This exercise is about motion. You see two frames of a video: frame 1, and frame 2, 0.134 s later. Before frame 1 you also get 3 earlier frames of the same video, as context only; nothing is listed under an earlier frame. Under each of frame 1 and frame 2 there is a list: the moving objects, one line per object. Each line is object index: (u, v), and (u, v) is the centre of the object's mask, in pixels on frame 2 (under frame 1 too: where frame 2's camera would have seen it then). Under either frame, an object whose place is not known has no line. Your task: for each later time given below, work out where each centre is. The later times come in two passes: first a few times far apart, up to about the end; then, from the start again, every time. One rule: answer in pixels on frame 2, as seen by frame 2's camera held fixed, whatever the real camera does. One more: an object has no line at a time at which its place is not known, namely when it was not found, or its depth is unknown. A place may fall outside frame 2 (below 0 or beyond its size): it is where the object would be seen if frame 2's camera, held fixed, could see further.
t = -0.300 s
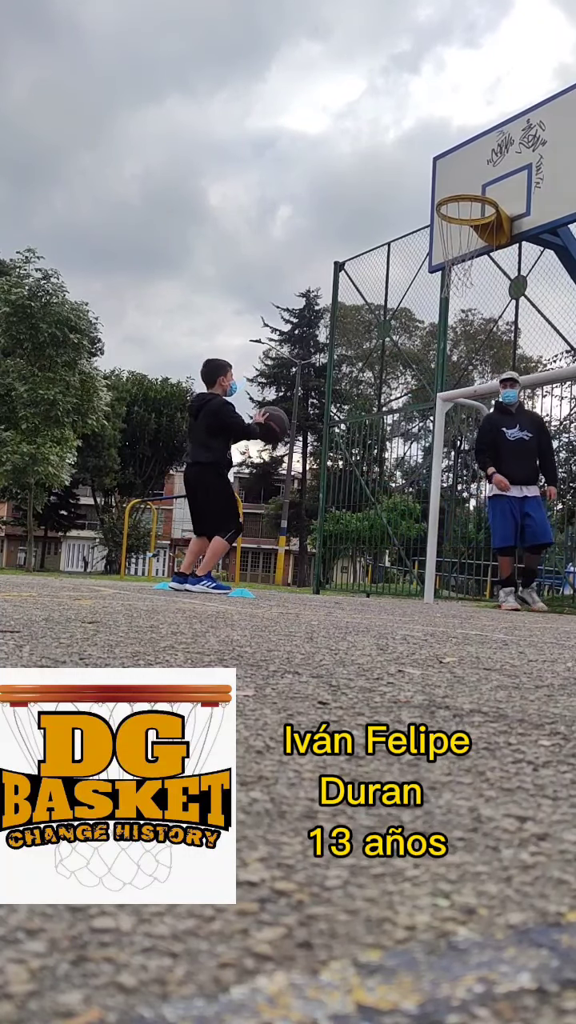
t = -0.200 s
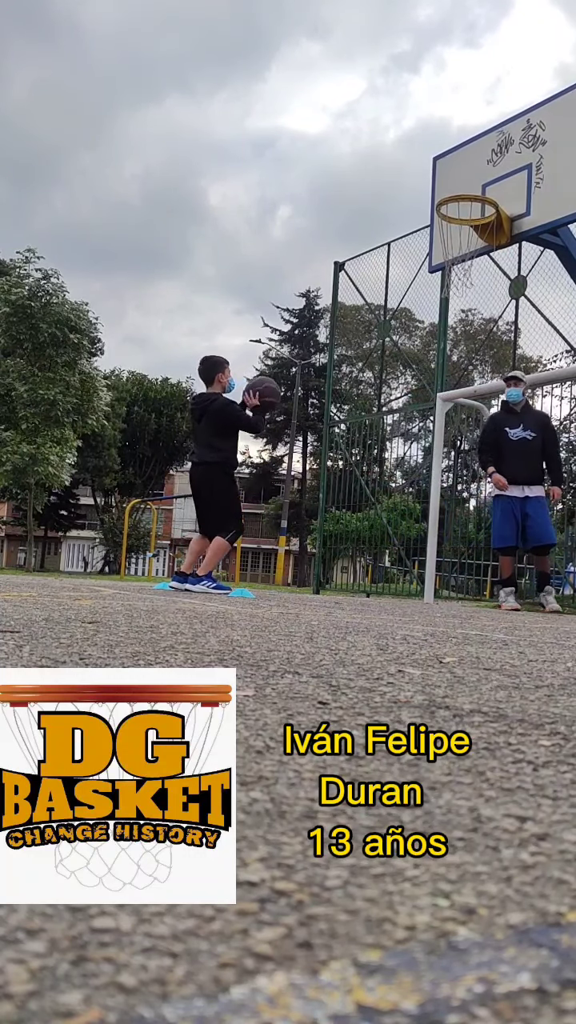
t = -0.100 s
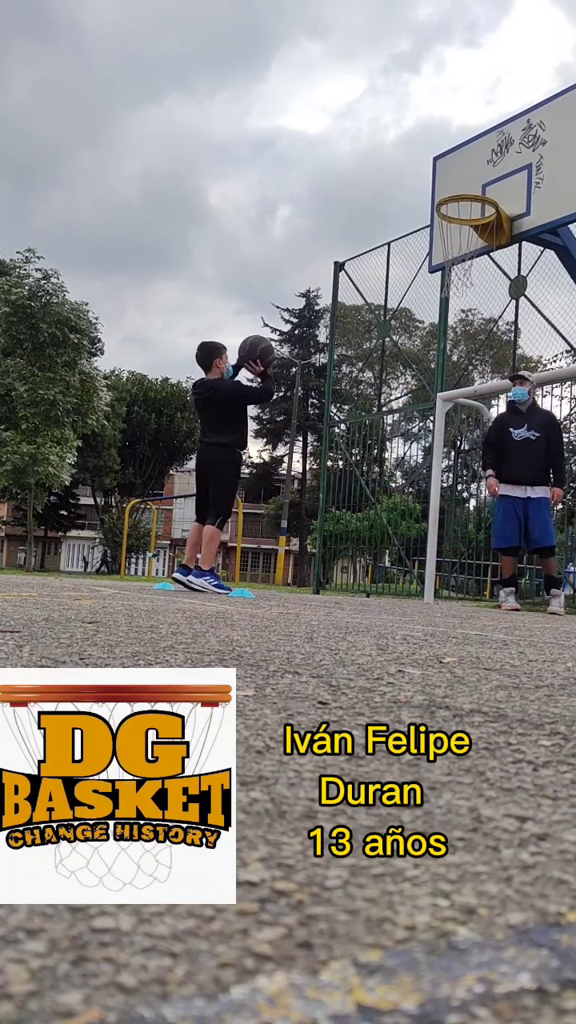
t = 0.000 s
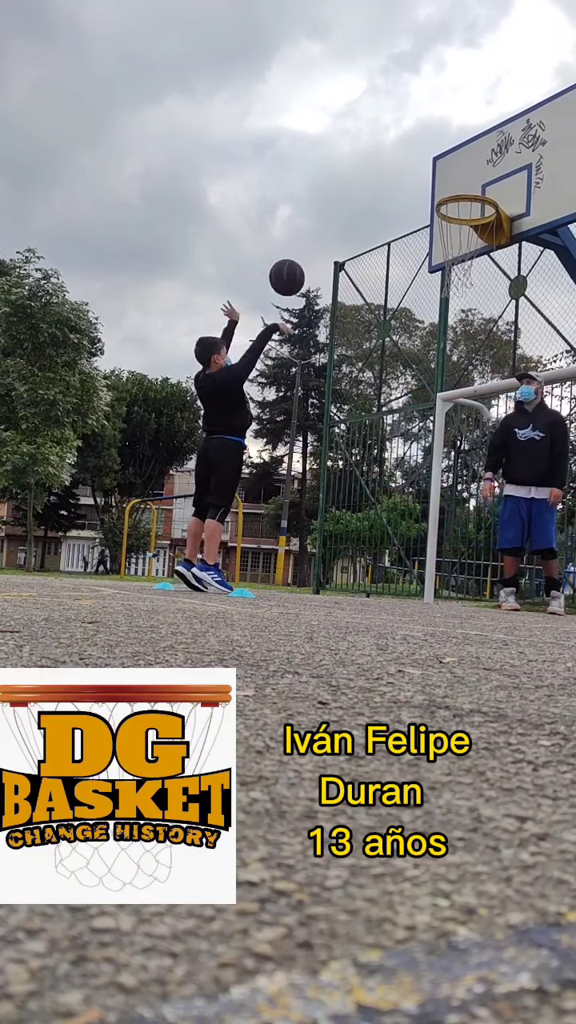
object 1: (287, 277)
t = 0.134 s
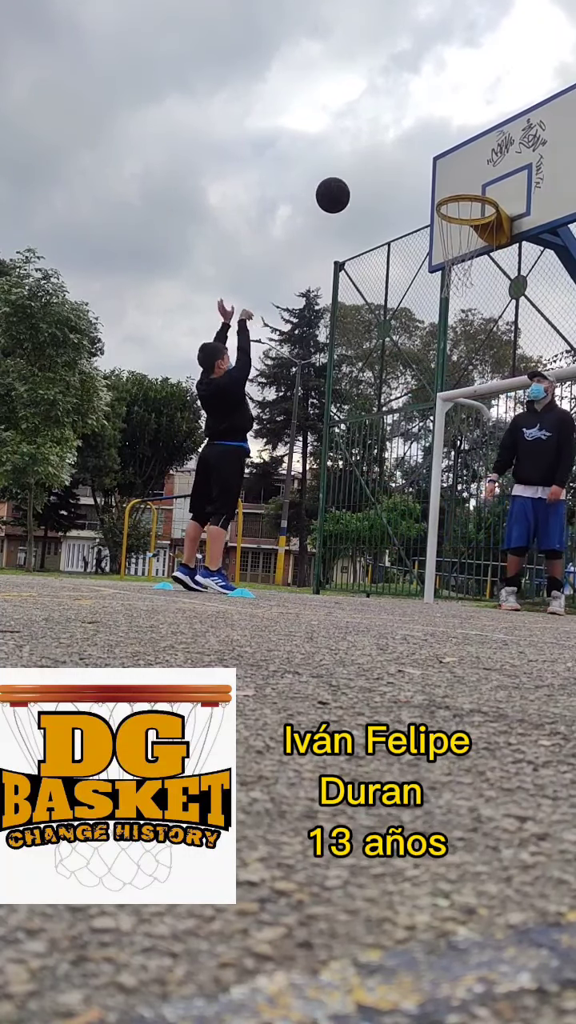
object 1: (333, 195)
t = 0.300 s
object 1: (382, 134)
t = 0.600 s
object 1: (458, 117)
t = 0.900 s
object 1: (472, 179)
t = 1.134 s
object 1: (485, 249)
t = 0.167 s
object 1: (343, 179)
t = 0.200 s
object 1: (353, 166)
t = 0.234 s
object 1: (363, 153)
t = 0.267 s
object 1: (373, 143)
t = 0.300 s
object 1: (382, 134)
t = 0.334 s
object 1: (392, 127)
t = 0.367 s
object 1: (401, 121)
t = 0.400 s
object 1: (409, 116)
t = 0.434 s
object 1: (418, 113)
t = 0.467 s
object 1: (426, 111)
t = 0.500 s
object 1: (434, 111)
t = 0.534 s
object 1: (442, 111)
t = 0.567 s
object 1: (450, 114)
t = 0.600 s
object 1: (458, 117)
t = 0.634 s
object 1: (465, 122)
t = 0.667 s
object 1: (472, 128)
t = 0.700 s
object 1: (479, 135)
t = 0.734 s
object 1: (486, 144)
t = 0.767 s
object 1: (493, 153)
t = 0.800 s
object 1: (491, 159)
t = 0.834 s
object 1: (485, 165)
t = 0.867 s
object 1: (478, 171)
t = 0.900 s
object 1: (472, 179)
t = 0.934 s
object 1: (465, 185)
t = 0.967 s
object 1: (458, 202)
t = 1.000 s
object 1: (462, 212)
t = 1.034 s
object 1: (467, 216)
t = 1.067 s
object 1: (473, 226)
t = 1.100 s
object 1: (481, 238)
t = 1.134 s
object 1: (485, 249)
